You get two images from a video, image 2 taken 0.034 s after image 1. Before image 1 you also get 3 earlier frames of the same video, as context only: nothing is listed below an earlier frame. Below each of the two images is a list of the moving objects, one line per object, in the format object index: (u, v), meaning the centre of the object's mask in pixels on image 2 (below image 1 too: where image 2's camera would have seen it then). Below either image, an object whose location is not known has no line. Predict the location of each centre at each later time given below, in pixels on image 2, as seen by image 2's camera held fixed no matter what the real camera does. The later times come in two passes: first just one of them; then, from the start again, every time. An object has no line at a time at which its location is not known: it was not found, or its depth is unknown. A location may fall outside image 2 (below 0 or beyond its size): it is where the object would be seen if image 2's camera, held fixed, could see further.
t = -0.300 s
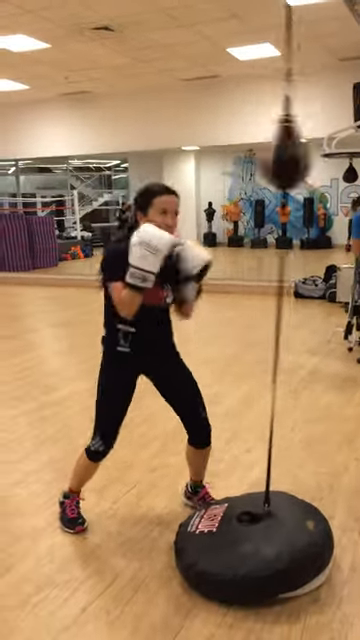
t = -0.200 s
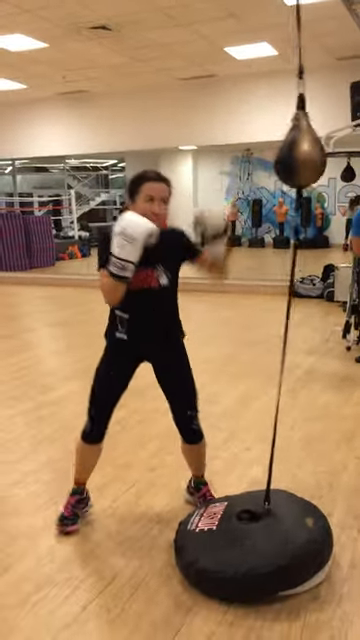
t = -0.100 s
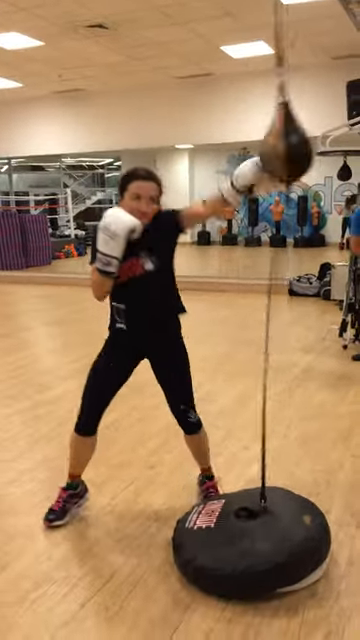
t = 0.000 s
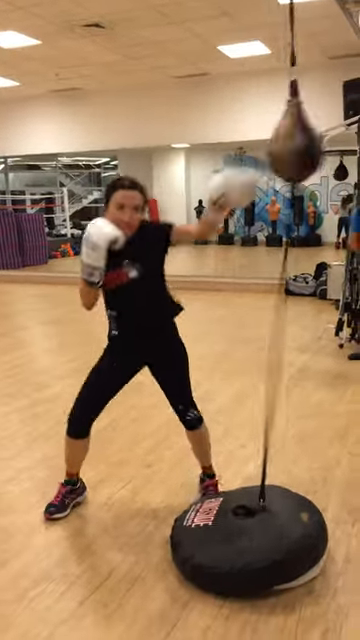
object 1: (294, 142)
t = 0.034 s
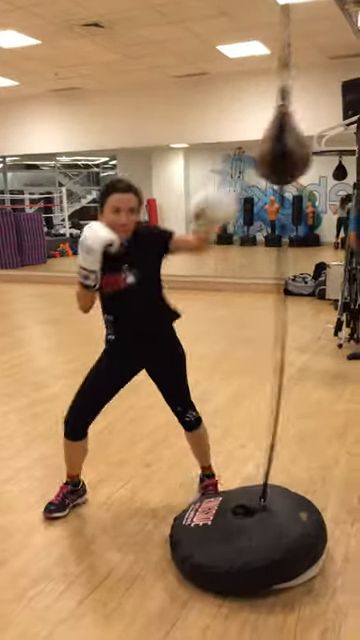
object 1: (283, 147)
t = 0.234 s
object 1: (258, 150)
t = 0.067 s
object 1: (272, 148)
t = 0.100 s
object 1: (260, 151)
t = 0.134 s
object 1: (251, 153)
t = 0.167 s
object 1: (248, 153)
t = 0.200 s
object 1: (249, 152)
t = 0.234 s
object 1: (258, 150)
